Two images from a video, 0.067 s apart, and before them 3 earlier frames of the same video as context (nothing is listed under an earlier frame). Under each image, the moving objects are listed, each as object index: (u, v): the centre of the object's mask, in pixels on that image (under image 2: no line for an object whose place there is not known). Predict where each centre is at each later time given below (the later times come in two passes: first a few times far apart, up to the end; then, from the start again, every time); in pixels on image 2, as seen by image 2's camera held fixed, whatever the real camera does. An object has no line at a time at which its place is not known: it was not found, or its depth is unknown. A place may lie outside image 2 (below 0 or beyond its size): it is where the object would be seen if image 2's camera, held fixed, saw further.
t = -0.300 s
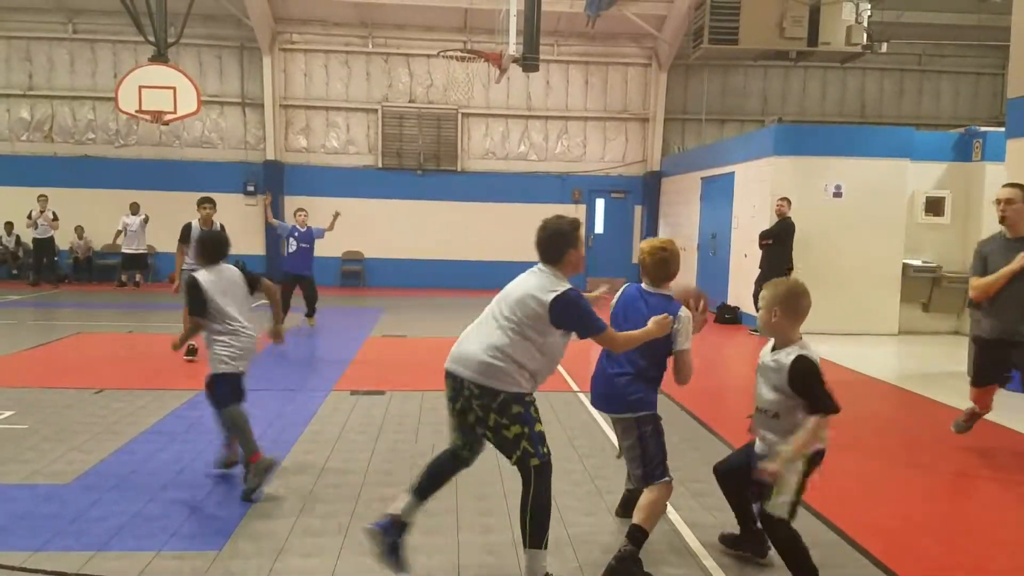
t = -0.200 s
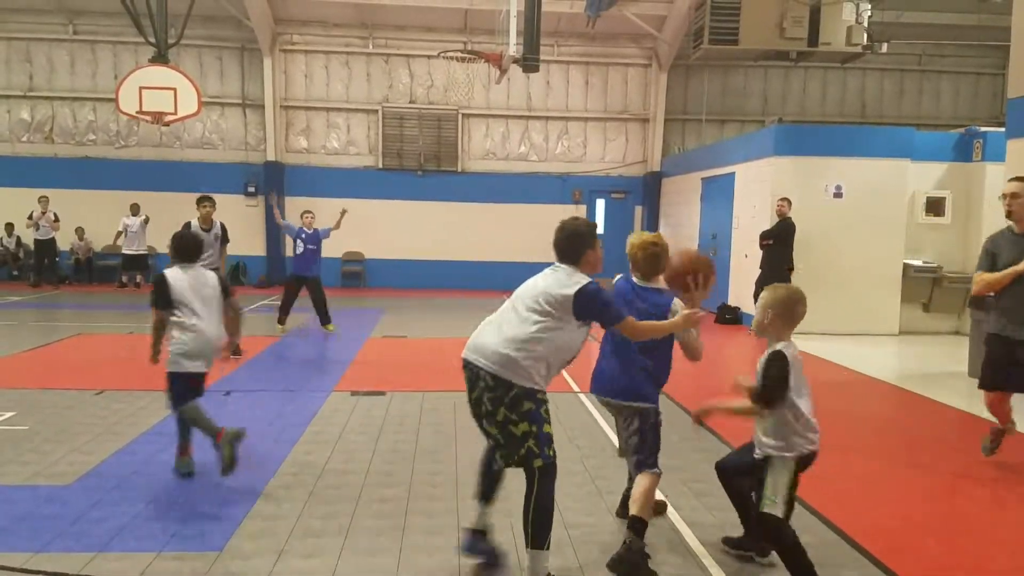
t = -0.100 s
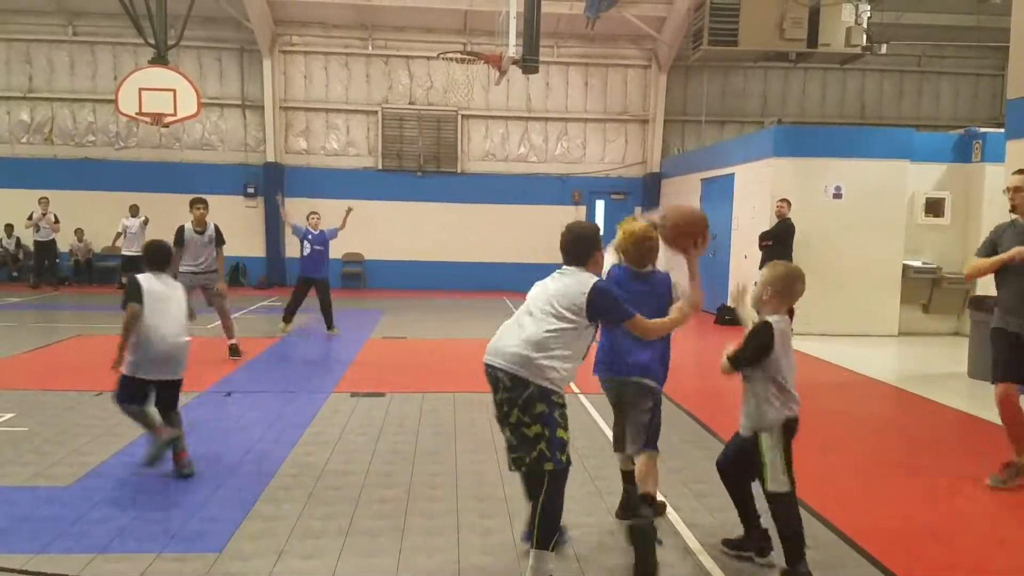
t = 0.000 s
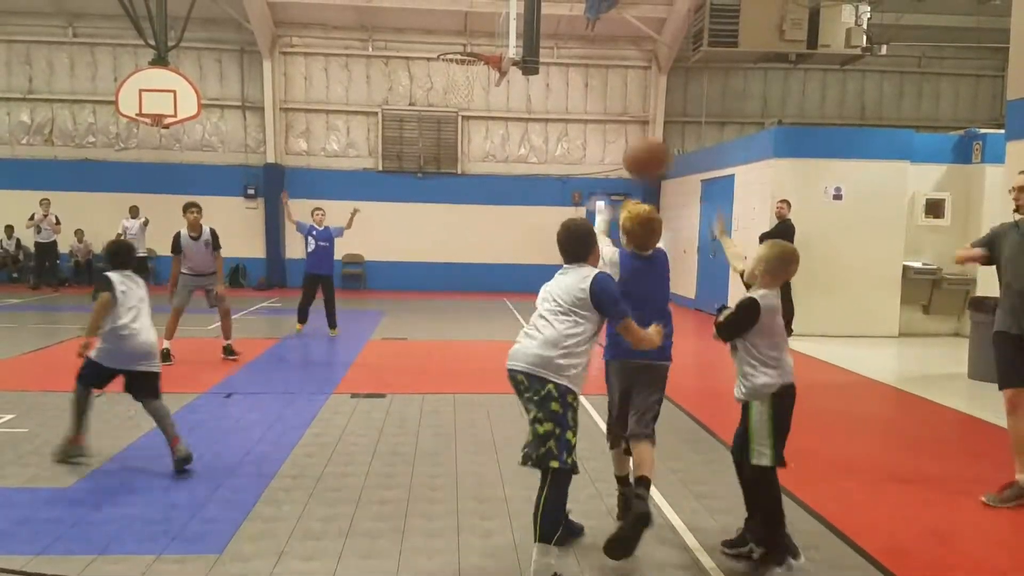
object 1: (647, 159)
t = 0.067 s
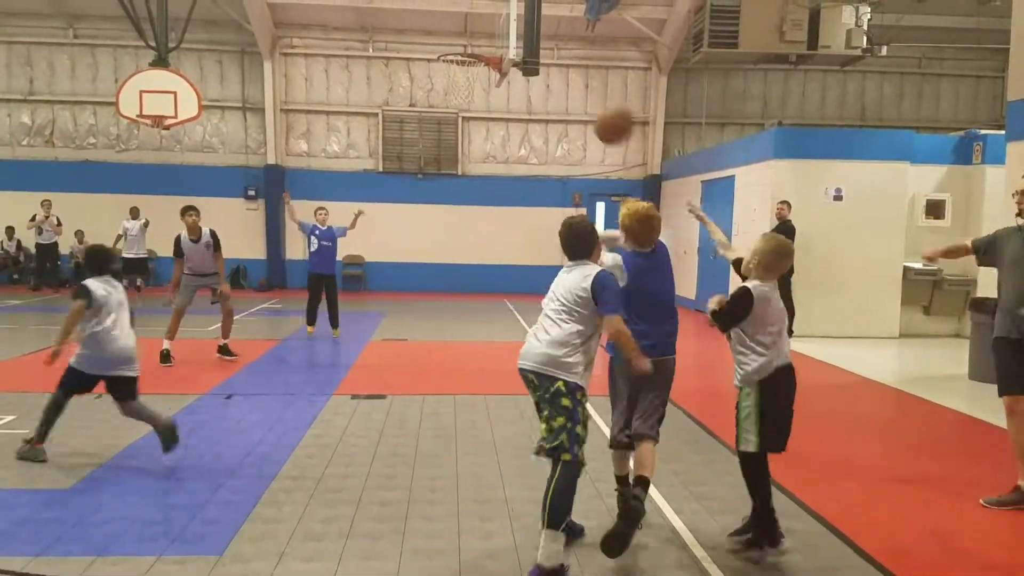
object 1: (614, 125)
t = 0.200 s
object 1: (559, 88)
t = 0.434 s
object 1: (491, 92)
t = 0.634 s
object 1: (451, 140)
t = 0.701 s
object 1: (439, 160)
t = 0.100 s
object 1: (599, 112)
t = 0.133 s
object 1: (586, 102)
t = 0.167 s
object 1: (572, 94)
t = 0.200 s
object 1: (559, 88)
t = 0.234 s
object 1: (548, 83)
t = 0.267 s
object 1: (536, 81)
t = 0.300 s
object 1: (526, 80)
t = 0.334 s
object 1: (517, 81)
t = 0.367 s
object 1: (508, 83)
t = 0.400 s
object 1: (500, 89)
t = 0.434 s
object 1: (491, 92)
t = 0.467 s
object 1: (482, 99)
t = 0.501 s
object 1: (476, 104)
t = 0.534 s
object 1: (469, 111)
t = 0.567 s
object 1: (463, 120)
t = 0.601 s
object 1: (456, 129)
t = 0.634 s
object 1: (451, 140)
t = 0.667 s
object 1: (444, 150)
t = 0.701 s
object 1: (439, 160)
